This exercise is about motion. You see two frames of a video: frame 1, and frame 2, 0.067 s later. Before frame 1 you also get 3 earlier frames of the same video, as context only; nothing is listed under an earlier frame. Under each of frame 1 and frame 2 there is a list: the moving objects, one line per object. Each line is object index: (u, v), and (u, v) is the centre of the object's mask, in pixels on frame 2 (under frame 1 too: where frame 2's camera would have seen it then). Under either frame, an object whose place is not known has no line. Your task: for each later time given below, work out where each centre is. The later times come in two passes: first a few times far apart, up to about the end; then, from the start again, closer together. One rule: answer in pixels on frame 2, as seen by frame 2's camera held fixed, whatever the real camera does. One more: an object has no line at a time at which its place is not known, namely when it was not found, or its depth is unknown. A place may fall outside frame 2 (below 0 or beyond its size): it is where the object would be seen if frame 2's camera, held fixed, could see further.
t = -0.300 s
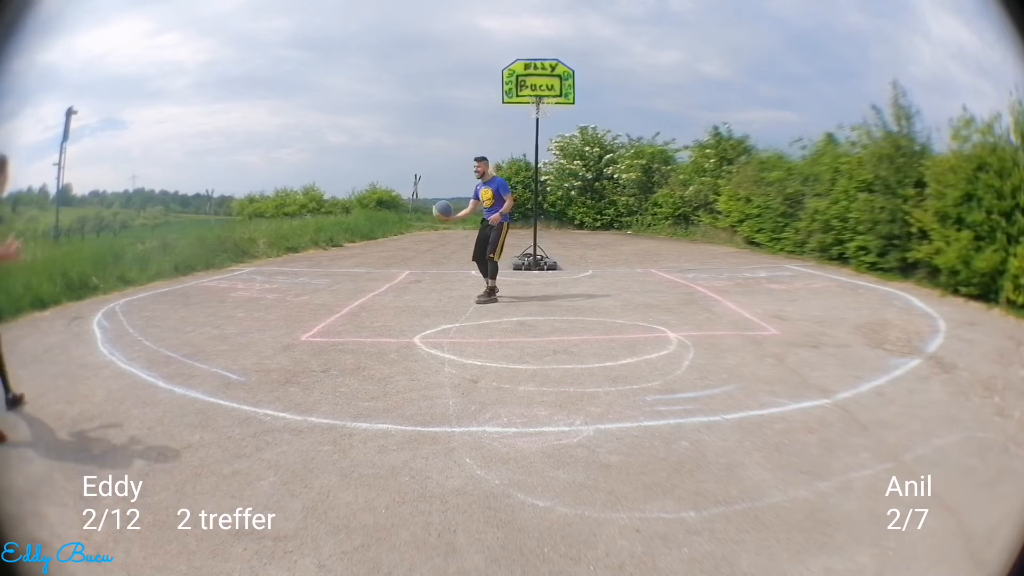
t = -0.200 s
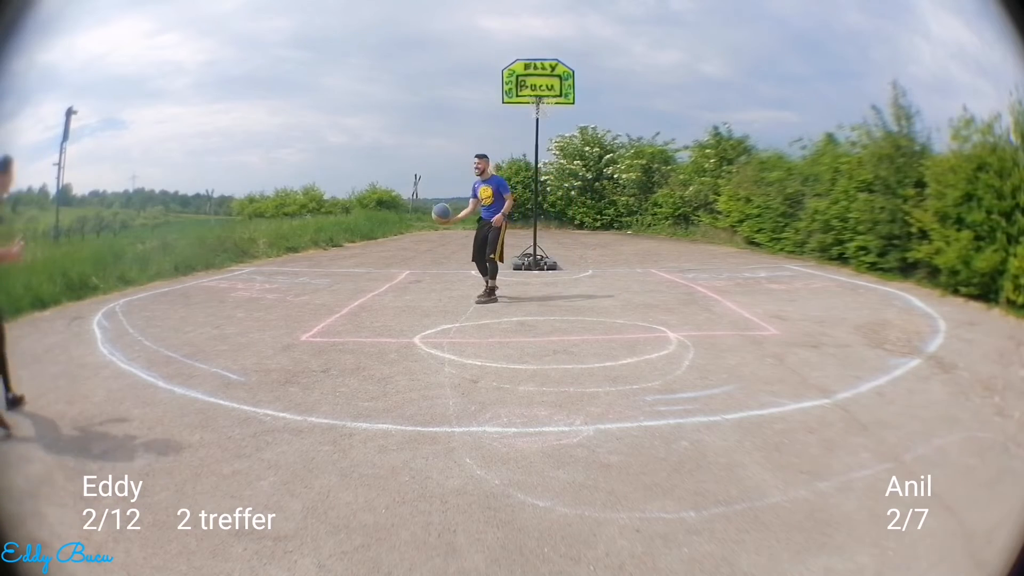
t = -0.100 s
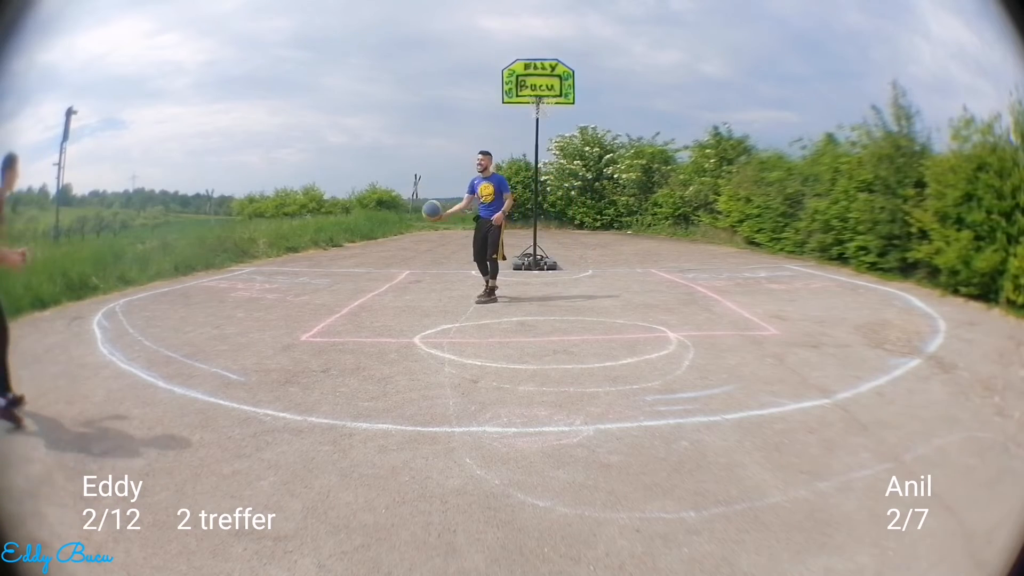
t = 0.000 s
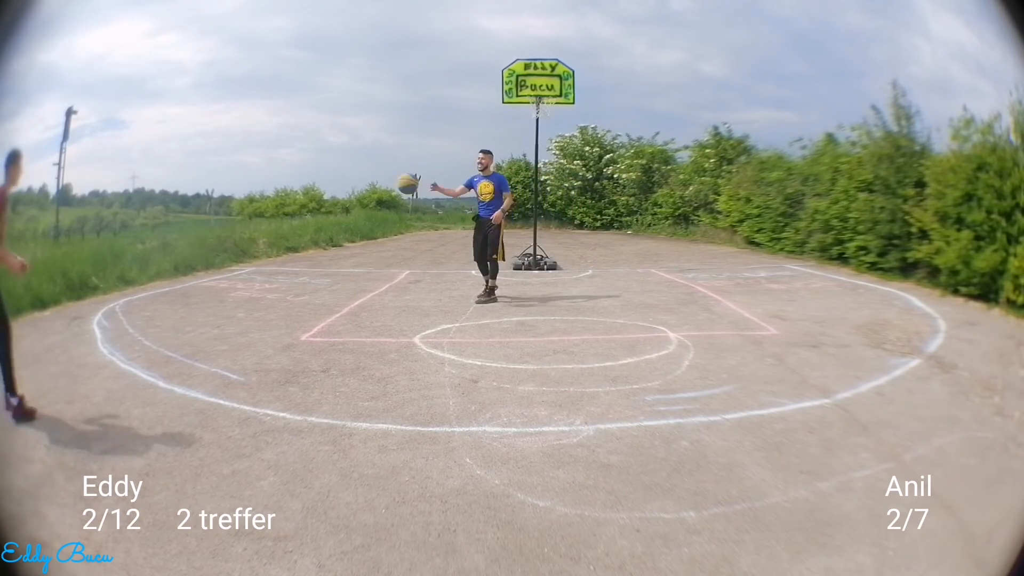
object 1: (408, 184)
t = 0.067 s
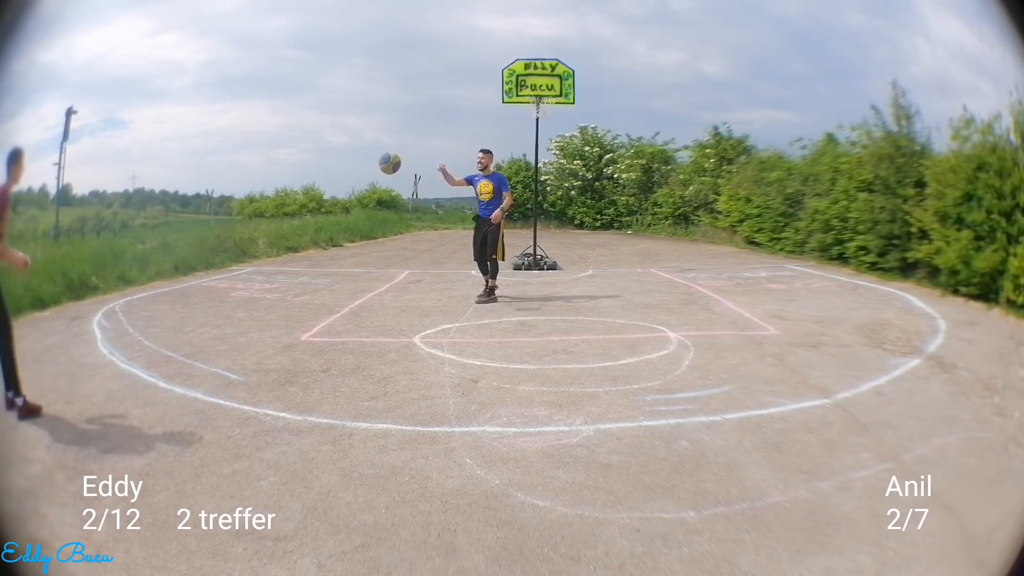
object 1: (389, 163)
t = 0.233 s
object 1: (339, 125)
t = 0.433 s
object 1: (264, 111)
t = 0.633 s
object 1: (172, 150)
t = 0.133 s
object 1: (371, 146)
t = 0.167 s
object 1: (360, 138)
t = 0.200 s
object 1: (350, 131)
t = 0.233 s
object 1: (339, 125)
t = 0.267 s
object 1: (327, 120)
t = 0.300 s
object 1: (316, 116)
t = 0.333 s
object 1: (303, 113)
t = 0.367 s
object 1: (290, 111)
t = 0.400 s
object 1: (278, 111)
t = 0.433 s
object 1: (264, 111)
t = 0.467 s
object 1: (250, 113)
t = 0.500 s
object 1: (235, 117)
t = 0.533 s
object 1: (220, 123)
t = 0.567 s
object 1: (205, 130)
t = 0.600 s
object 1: (188, 139)
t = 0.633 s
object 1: (172, 150)
